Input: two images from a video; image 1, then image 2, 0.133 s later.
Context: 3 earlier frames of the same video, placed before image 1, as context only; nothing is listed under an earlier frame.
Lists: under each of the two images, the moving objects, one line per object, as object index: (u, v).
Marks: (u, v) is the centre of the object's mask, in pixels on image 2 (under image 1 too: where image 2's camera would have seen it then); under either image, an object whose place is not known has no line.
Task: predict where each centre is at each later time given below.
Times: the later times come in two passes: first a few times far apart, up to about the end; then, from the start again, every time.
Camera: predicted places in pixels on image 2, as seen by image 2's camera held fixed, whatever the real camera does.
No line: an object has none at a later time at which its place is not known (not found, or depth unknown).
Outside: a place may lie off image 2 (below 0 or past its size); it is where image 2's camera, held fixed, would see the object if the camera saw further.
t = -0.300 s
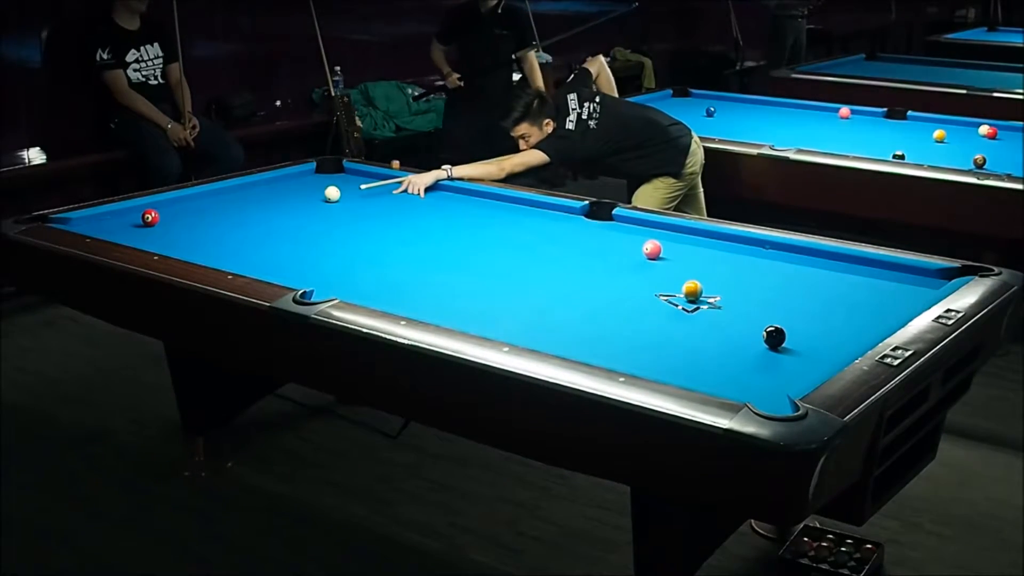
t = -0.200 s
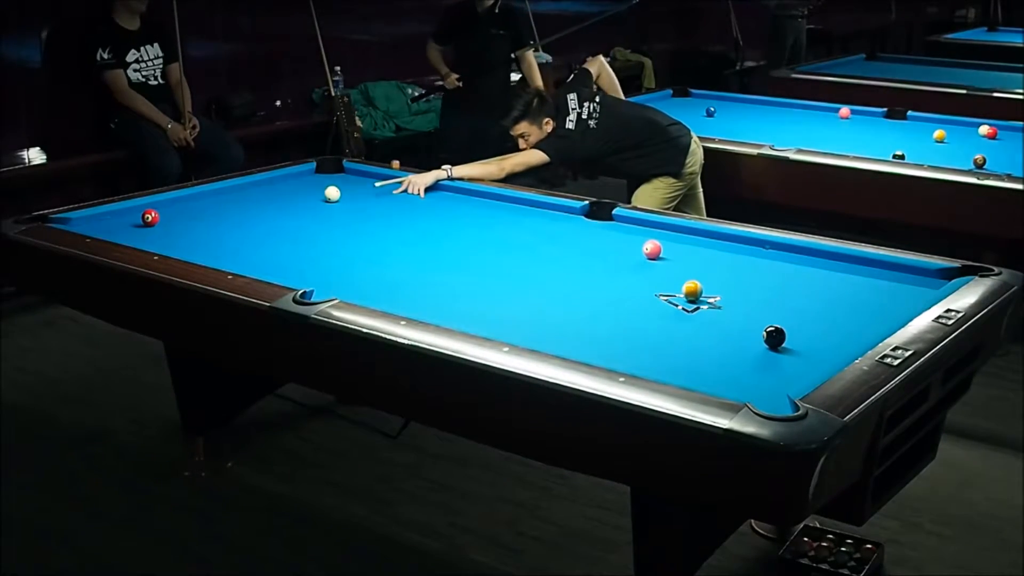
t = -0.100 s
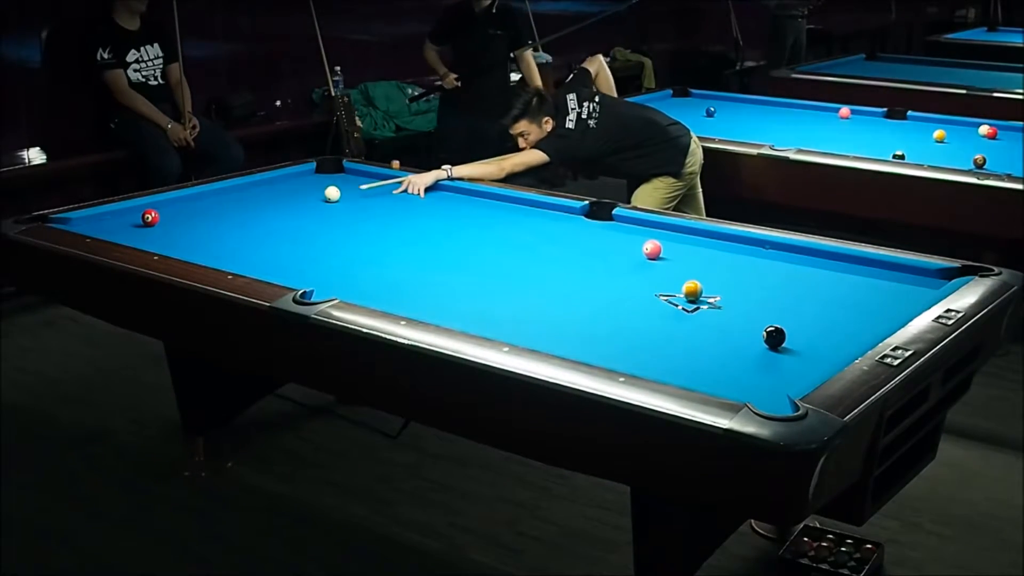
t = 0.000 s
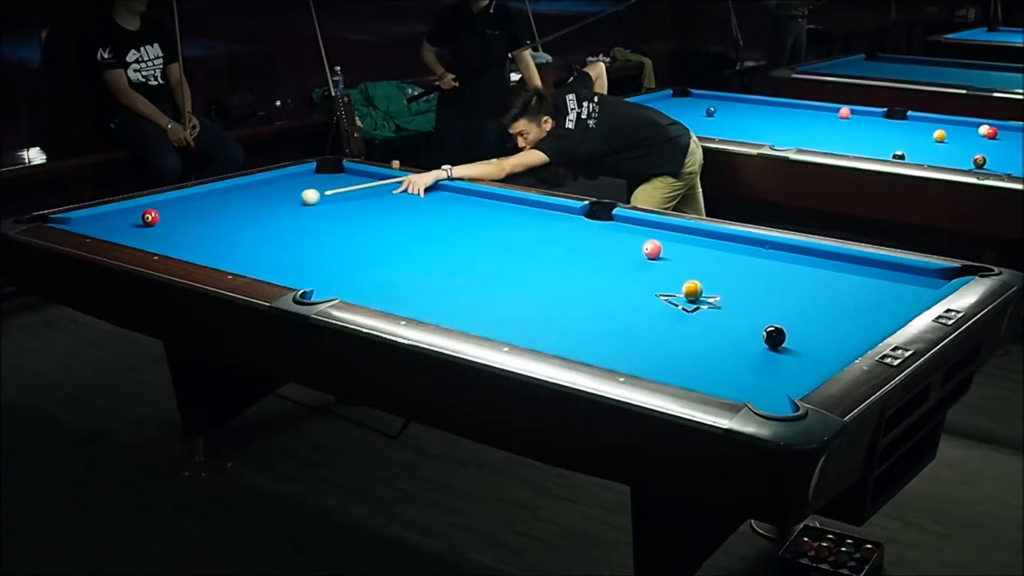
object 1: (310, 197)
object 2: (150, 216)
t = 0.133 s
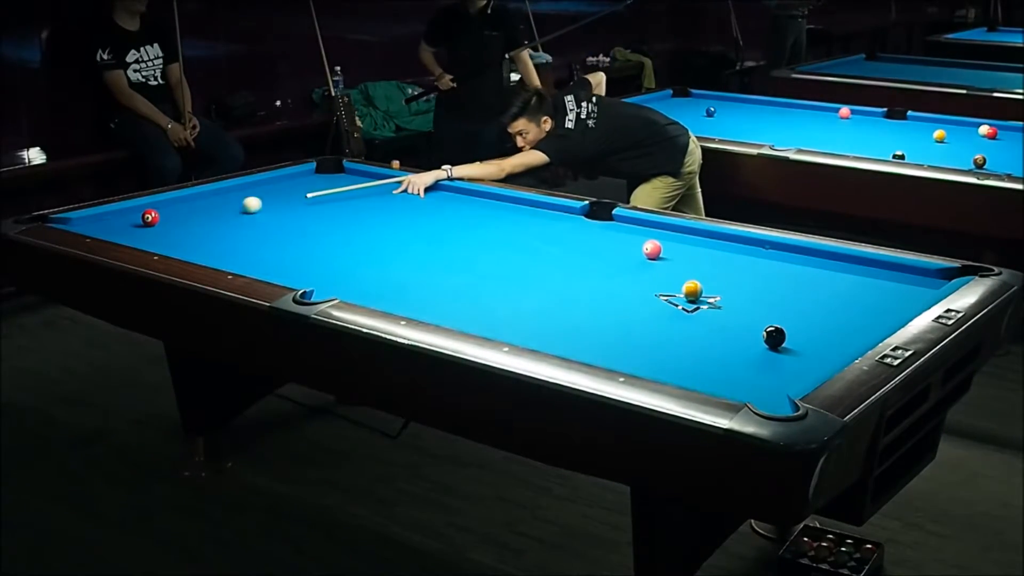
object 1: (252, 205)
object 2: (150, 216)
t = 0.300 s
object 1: (176, 215)
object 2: (150, 216)
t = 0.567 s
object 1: (149, 227)
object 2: (52, 220)
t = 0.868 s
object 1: (133, 236)
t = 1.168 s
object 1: (179, 238)
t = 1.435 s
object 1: (218, 237)
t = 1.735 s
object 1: (259, 236)
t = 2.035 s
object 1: (298, 236)
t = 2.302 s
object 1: (330, 235)
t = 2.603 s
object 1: (363, 235)
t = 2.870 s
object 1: (389, 234)
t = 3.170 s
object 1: (417, 234)
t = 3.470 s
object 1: (442, 233)
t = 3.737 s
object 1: (463, 233)
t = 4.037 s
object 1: (483, 233)
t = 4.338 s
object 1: (502, 232)
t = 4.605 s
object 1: (516, 232)
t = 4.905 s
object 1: (530, 232)
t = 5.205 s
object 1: (541, 231)
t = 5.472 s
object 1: (550, 231)
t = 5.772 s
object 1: (556, 230)
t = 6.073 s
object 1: (561, 230)
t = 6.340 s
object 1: (563, 230)
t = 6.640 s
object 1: (563, 230)
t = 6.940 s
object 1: (563, 230)
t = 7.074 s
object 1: (563, 230)
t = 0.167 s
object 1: (237, 207)
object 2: (150, 216)
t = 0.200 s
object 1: (222, 209)
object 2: (150, 216)
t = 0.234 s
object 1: (207, 211)
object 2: (150, 216)
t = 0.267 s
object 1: (192, 213)
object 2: (150, 216)
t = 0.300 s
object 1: (176, 215)
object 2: (150, 216)
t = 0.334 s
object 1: (168, 217)
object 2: (143, 217)
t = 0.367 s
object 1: (167, 219)
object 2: (128, 217)
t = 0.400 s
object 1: (166, 220)
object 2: (113, 219)
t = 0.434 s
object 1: (163, 221)
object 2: (99, 219)
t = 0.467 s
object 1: (160, 223)
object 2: (86, 220)
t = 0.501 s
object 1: (156, 225)
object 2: (74, 220)
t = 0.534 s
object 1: (153, 226)
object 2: (63, 219)
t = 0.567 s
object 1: (149, 227)
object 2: (52, 220)
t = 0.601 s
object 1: (145, 229)
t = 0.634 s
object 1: (141, 231)
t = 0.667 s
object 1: (137, 232)
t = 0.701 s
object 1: (134, 233)
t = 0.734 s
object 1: (130, 234)
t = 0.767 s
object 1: (127, 235)
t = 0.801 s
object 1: (123, 235)
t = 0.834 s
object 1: (127, 236)
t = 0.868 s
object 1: (133, 236)
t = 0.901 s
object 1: (138, 237)
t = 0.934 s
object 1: (143, 237)
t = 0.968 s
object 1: (149, 237)
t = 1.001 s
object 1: (154, 238)
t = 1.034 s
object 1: (159, 238)
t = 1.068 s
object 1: (164, 238)
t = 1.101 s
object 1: (169, 238)
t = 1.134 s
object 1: (174, 238)
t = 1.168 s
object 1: (179, 238)
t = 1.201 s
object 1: (184, 237)
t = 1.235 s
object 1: (189, 237)
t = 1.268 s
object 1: (194, 237)
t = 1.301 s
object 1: (199, 237)
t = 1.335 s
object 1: (204, 237)
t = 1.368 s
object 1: (209, 237)
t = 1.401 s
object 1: (213, 237)
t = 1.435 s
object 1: (218, 237)
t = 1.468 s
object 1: (223, 237)
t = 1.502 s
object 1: (228, 237)
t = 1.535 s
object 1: (232, 237)
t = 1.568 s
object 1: (237, 237)
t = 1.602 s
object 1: (241, 237)
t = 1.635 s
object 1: (246, 237)
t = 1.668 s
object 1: (250, 237)
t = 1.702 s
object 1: (255, 236)
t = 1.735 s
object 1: (259, 236)
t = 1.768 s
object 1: (264, 236)
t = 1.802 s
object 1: (268, 236)
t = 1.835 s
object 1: (272, 236)
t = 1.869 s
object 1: (277, 236)
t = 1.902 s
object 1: (281, 236)
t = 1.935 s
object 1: (285, 236)
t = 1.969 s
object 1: (289, 236)
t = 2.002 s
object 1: (294, 236)
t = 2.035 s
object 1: (298, 236)
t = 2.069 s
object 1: (302, 236)
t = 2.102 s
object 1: (306, 236)
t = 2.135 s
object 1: (310, 236)
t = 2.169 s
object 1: (314, 236)
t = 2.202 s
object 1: (318, 236)
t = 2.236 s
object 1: (322, 235)
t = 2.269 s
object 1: (326, 236)
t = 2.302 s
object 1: (330, 235)
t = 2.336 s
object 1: (333, 236)
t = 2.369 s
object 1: (337, 235)
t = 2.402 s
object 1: (341, 235)
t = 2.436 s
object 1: (344, 235)
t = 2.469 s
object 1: (348, 235)
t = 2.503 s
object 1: (352, 235)
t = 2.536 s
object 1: (355, 235)
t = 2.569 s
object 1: (359, 235)
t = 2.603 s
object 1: (363, 235)
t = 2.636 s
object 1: (366, 235)
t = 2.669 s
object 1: (369, 235)
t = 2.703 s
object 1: (372, 235)
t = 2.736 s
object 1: (376, 235)
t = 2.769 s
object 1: (379, 234)
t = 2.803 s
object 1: (383, 235)
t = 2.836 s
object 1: (386, 235)
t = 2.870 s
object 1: (389, 234)
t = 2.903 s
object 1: (393, 235)
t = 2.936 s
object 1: (396, 234)
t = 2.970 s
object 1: (399, 234)
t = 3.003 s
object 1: (402, 234)
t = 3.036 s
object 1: (405, 234)
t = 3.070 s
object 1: (408, 234)
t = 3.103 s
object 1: (411, 234)
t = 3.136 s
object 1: (414, 234)
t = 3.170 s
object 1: (417, 234)
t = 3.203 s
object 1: (420, 234)
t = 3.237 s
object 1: (423, 234)
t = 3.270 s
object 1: (426, 234)
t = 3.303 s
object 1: (429, 234)
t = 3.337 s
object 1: (432, 234)
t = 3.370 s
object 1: (434, 233)
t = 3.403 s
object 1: (437, 234)
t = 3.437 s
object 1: (440, 233)
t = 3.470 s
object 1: (442, 233)
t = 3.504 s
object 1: (445, 233)
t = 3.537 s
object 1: (447, 233)
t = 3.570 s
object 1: (450, 233)
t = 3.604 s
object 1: (453, 233)
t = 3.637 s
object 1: (455, 233)
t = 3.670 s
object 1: (458, 233)
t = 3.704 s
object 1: (460, 233)
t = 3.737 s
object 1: (463, 233)
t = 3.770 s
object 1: (465, 233)
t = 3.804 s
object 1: (467, 233)
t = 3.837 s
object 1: (470, 233)
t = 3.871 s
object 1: (472, 233)
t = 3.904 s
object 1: (474, 233)
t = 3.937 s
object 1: (477, 233)
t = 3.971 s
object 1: (479, 233)
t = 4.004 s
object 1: (481, 233)
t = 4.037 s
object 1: (483, 233)
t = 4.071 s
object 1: (485, 233)
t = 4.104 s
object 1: (488, 232)
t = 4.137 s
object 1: (490, 232)
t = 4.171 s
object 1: (492, 233)
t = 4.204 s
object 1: (494, 232)
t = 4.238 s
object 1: (496, 232)
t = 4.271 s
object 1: (498, 232)
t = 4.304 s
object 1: (500, 232)
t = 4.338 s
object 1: (502, 232)
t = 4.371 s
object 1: (504, 232)
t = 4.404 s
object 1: (505, 232)
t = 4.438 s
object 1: (507, 232)
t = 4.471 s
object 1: (509, 232)
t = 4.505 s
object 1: (511, 232)
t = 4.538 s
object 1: (512, 232)
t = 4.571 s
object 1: (514, 232)
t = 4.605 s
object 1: (516, 232)
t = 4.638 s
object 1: (518, 232)
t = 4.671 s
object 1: (519, 232)
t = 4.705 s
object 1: (521, 232)
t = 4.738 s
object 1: (522, 232)
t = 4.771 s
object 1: (524, 232)
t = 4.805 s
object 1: (525, 232)
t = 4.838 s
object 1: (527, 232)
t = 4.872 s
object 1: (528, 232)
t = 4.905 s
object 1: (530, 232)
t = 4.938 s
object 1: (531, 232)
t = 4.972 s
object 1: (533, 232)
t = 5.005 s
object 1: (534, 232)
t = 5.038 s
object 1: (535, 232)
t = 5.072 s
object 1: (536, 231)
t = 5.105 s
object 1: (538, 231)
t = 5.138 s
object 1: (539, 231)
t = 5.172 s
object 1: (540, 231)
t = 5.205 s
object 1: (541, 231)
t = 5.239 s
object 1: (542, 231)
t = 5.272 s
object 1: (543, 231)
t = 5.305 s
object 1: (545, 231)
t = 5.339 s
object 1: (546, 231)
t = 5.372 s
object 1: (547, 231)
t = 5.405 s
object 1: (548, 231)
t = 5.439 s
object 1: (549, 231)
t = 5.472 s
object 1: (550, 231)
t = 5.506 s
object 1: (551, 231)
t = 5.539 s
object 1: (551, 231)
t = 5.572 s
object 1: (552, 231)
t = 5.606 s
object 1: (553, 231)
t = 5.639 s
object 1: (554, 231)
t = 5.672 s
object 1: (555, 231)
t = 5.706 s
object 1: (555, 231)
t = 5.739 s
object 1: (556, 230)
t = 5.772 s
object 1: (556, 230)
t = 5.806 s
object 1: (557, 230)
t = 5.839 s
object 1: (558, 230)
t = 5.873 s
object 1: (558, 230)
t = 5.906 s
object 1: (559, 230)
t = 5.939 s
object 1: (559, 230)
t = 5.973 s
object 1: (560, 230)
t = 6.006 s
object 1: (560, 230)
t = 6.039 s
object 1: (561, 230)
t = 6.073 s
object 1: (561, 230)
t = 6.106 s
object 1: (561, 230)
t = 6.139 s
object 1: (562, 230)
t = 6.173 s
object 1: (562, 230)
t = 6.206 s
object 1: (562, 230)
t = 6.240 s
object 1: (562, 230)
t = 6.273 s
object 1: (563, 230)
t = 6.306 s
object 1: (563, 230)
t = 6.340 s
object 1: (563, 230)
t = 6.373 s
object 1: (563, 230)
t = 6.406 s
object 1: (563, 230)
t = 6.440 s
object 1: (563, 230)
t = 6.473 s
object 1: (563, 230)
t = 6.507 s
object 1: (563, 230)
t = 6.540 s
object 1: (563, 230)
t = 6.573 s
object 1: (563, 230)
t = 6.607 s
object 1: (563, 230)
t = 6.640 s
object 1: (563, 230)
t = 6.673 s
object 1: (563, 230)
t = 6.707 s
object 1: (563, 230)
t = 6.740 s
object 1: (563, 230)
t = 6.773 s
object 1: (563, 230)
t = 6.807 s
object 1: (563, 230)
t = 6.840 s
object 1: (563, 230)
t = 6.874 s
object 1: (563, 230)
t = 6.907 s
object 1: (563, 230)
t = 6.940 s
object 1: (563, 230)
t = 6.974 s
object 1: (563, 230)
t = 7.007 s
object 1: (563, 230)
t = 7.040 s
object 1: (563, 230)
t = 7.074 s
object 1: (563, 230)
